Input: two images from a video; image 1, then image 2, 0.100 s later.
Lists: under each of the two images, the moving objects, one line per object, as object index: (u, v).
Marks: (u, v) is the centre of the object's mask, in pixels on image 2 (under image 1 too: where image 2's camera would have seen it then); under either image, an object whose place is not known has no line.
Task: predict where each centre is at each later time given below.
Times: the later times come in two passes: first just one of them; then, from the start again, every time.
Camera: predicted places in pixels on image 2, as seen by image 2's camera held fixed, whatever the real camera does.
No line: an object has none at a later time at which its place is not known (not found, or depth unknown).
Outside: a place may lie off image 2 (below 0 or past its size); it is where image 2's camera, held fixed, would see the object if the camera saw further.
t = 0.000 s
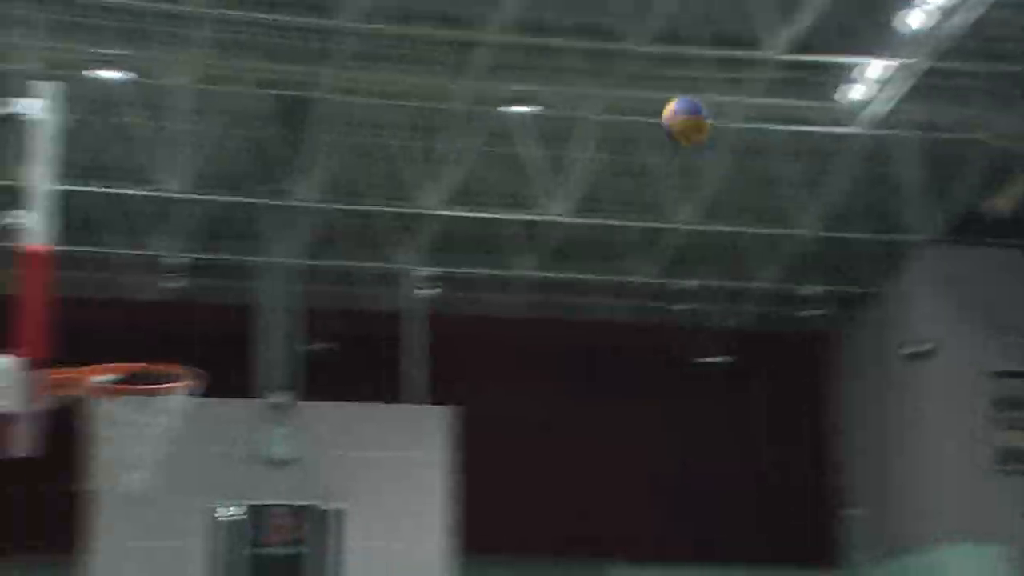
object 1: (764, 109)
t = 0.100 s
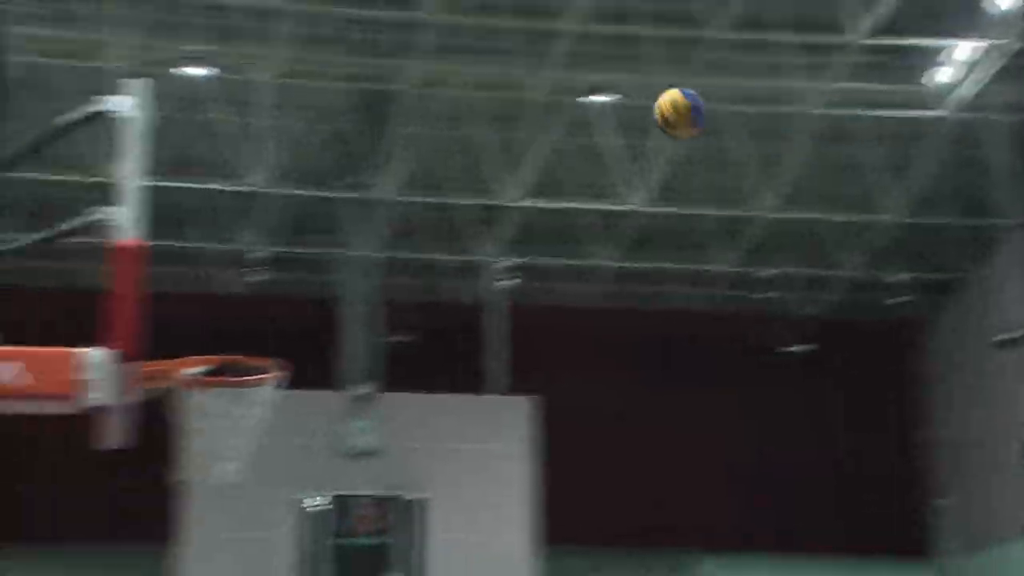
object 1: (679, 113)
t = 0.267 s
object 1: (530, 164)
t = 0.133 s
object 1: (649, 116)
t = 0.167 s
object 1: (620, 125)
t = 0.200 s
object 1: (591, 135)
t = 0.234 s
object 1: (561, 148)
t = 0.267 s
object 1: (530, 164)
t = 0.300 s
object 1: (499, 183)
